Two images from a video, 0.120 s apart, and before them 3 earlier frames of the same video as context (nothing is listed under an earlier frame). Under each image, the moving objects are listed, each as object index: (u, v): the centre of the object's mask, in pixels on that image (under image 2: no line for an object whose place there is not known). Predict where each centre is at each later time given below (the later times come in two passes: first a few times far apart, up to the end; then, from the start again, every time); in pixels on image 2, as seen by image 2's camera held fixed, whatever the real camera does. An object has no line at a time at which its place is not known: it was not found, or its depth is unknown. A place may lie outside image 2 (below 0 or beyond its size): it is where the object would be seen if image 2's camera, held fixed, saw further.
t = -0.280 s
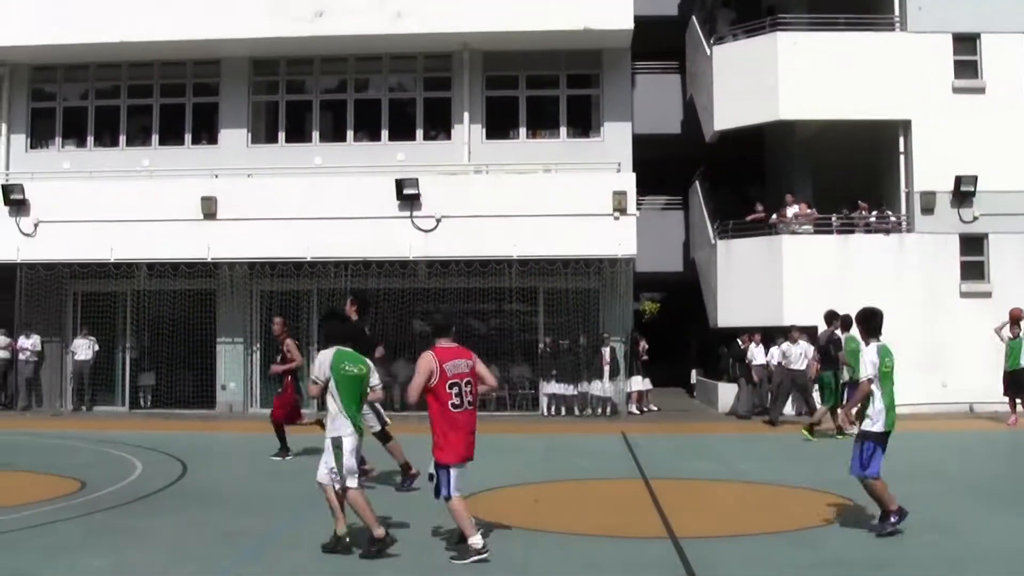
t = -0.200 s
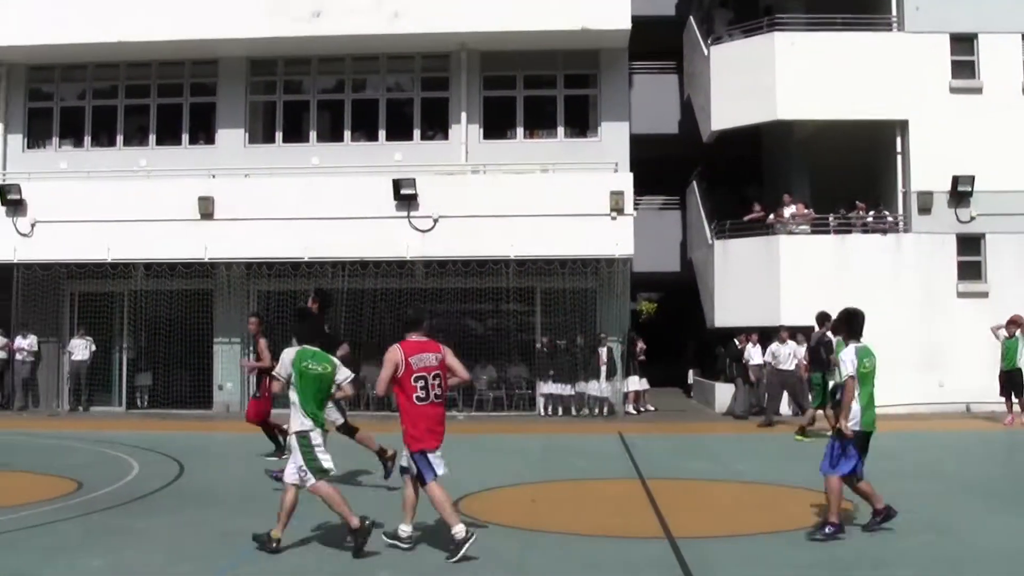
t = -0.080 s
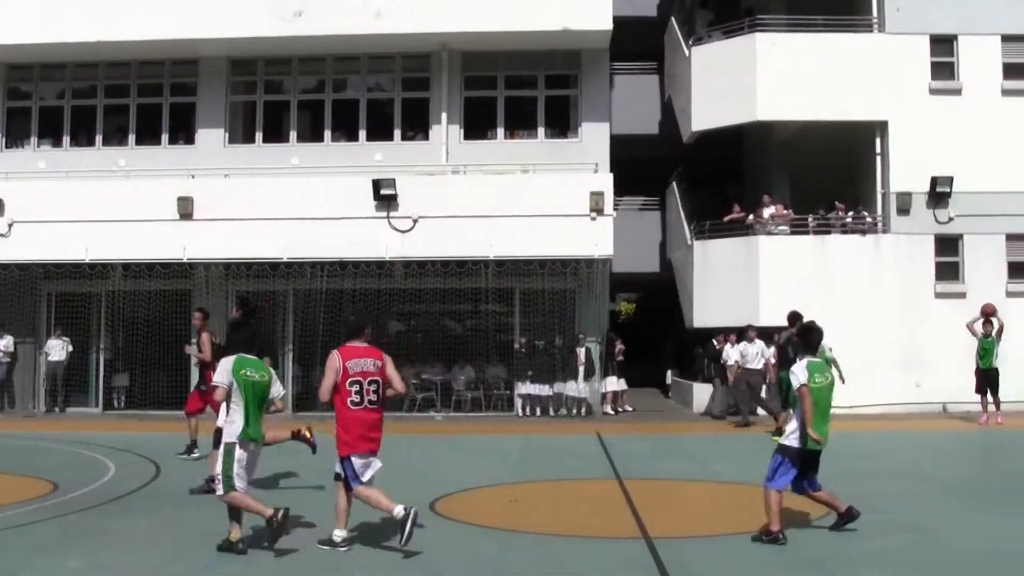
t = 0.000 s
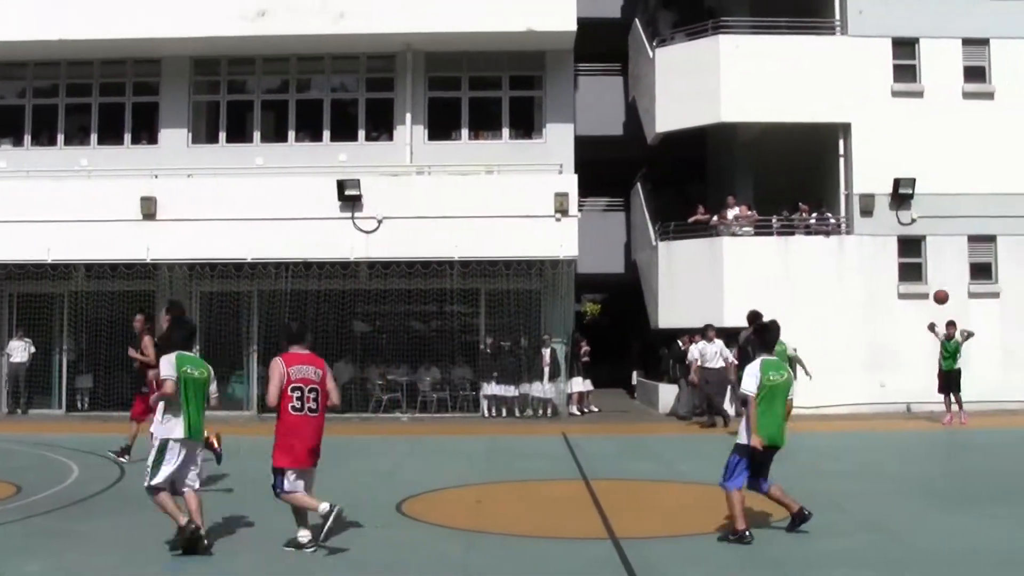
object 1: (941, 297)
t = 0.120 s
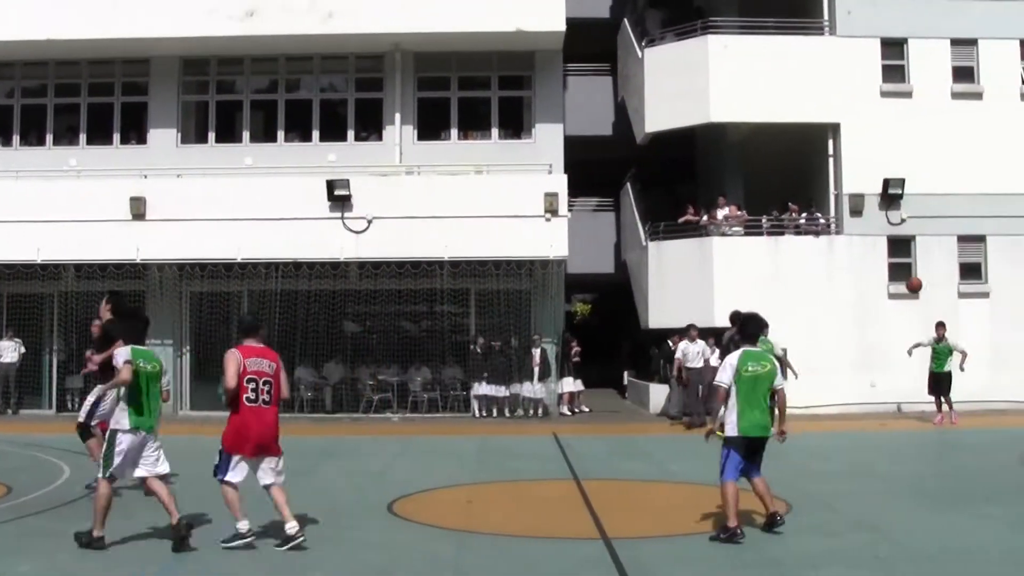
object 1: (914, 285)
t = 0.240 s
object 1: (896, 281)
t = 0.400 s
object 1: (869, 294)
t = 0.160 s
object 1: (908, 283)
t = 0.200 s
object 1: (902, 281)
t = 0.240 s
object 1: (896, 281)
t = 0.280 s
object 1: (890, 282)
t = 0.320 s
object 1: (882, 285)
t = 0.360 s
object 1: (876, 289)
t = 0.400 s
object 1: (869, 294)
